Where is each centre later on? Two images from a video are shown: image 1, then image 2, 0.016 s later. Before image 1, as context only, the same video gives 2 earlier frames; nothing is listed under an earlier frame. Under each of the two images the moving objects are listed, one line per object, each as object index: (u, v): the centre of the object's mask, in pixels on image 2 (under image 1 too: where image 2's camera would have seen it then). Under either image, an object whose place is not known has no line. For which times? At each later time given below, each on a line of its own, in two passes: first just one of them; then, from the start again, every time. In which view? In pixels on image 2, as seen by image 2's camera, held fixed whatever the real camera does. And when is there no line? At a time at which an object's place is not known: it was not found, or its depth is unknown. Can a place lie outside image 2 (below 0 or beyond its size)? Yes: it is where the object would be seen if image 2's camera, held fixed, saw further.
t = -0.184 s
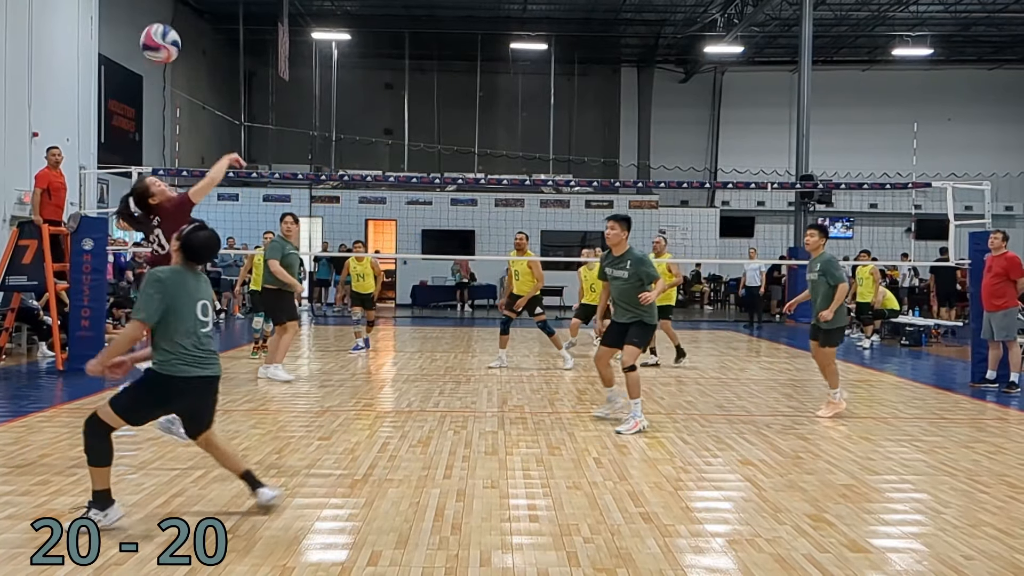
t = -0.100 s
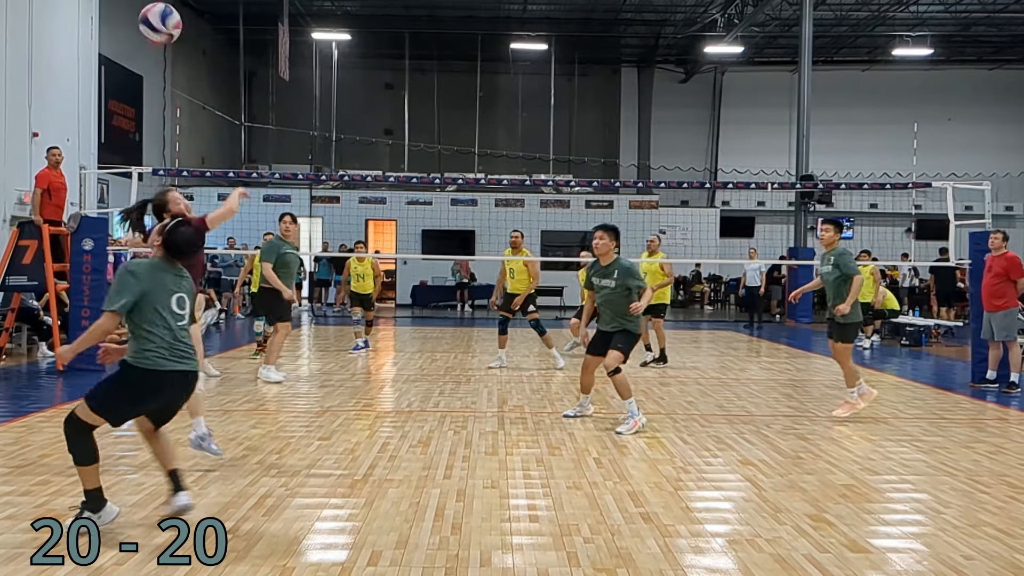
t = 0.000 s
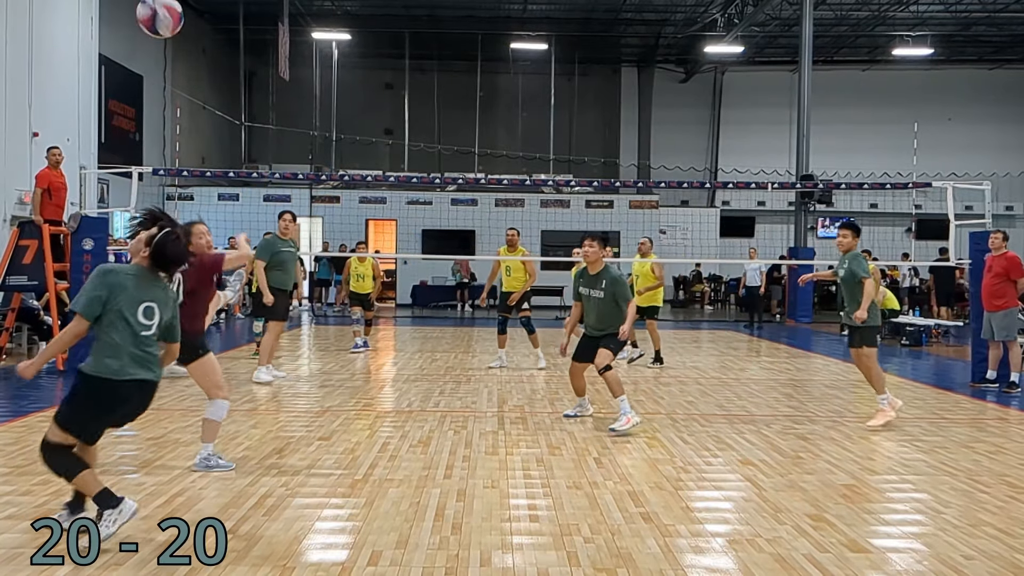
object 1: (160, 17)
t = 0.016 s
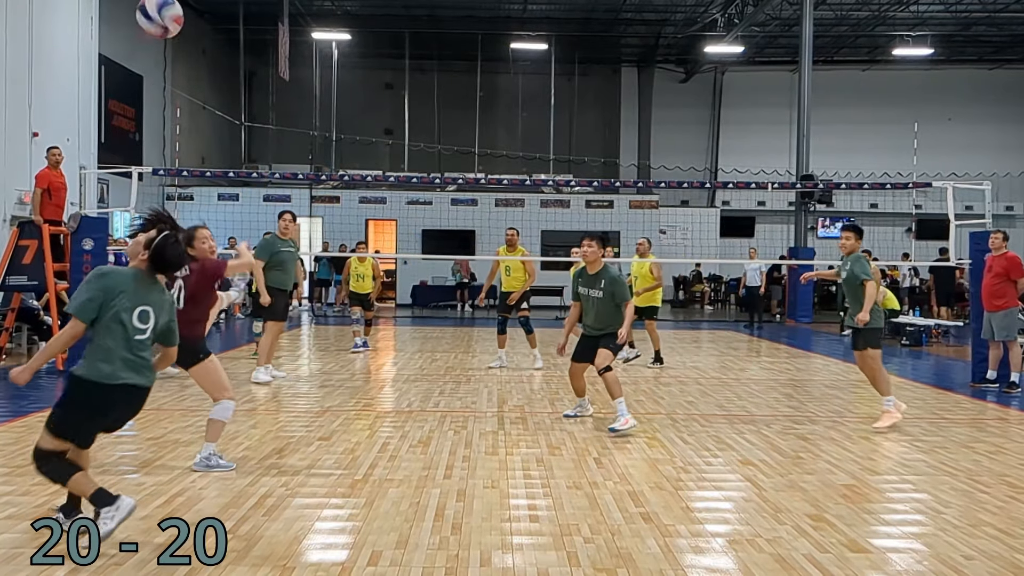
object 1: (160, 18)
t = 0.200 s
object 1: (161, 71)
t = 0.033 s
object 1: (160, 19)
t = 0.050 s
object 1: (160, 20)
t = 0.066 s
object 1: (160, 22)
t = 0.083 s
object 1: (160, 25)
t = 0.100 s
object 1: (160, 29)
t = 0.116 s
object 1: (160, 34)
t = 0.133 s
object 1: (160, 39)
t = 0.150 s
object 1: (161, 46)
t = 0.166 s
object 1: (161, 53)
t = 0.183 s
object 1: (161, 61)
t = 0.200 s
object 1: (161, 71)
